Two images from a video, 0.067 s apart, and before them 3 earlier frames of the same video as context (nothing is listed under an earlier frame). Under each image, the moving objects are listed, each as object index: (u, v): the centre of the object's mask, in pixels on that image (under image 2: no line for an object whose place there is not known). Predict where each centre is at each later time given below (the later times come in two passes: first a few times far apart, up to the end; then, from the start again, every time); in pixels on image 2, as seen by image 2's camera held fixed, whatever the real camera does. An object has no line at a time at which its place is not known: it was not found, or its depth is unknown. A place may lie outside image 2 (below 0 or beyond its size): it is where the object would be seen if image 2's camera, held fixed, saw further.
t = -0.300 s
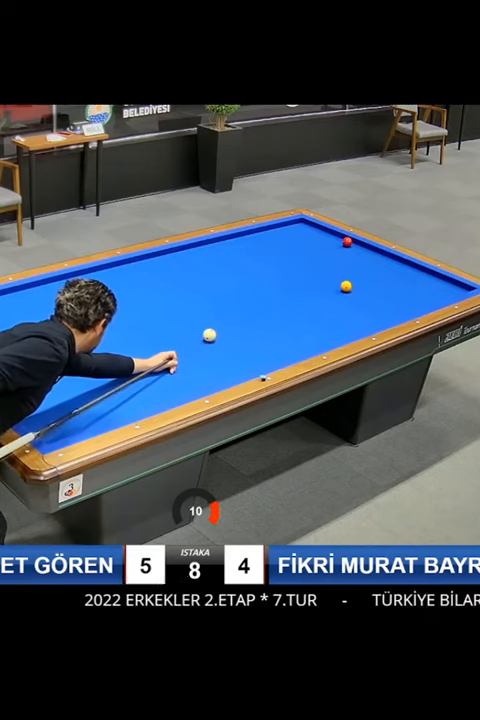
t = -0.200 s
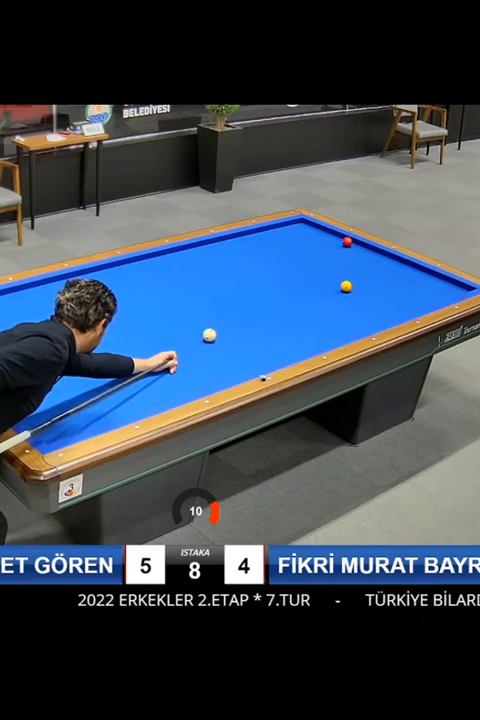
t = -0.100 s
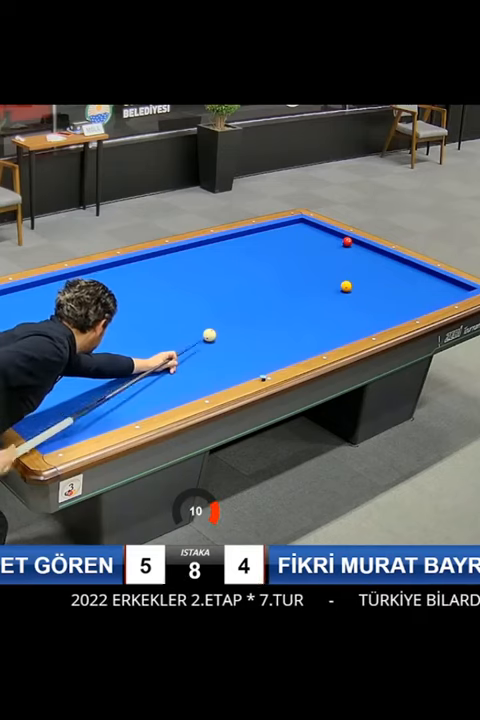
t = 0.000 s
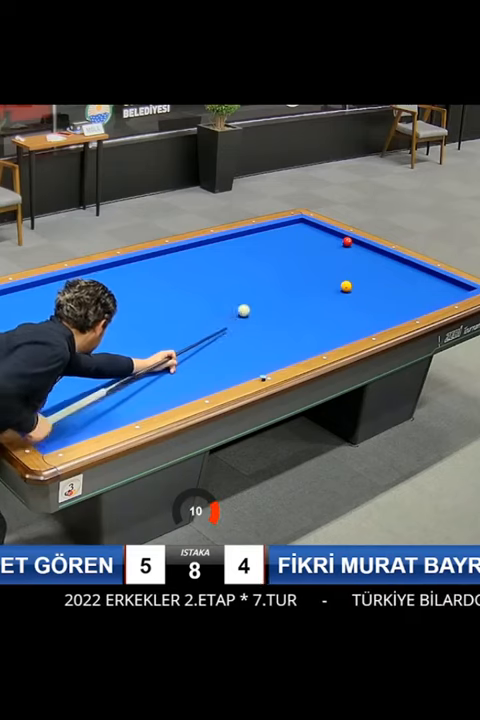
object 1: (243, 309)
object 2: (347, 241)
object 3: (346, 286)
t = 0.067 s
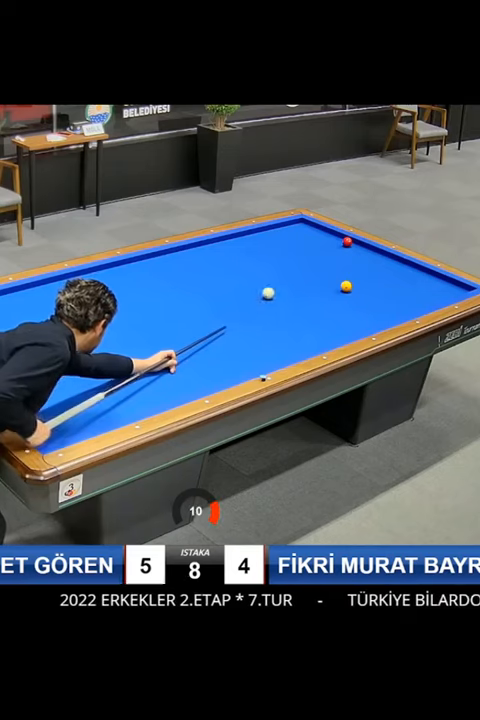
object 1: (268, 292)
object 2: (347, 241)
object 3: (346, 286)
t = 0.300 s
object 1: (336, 245)
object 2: (347, 241)
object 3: (346, 286)
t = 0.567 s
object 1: (303, 221)
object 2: (295, 258)
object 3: (346, 286)
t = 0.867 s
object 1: (329, 232)
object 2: (221, 281)
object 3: (346, 286)
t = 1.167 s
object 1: (348, 241)
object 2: (138, 307)
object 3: (346, 286)
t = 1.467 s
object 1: (364, 251)
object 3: (346, 286)
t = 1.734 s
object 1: (378, 260)
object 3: (346, 286)
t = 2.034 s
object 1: (395, 270)
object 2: (36, 342)
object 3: (346, 286)
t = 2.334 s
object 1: (412, 280)
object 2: (92, 325)
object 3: (346, 286)
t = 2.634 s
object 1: (429, 291)
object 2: (145, 311)
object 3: (346, 286)
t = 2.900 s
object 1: (439, 298)
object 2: (188, 299)
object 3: (346, 286)
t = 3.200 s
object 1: (421, 296)
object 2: (232, 287)
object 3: (346, 286)
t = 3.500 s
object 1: (403, 293)
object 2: (272, 276)
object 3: (346, 286)
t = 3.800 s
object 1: (387, 291)
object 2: (309, 267)
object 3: (346, 286)
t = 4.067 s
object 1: (372, 289)
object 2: (339, 259)
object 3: (346, 286)
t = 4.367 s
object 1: (357, 287)
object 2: (370, 250)
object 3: (346, 286)
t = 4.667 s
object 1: (354, 285)
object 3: (337, 285)
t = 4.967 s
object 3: (330, 285)
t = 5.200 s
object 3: (324, 285)
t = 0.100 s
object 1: (279, 284)
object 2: (347, 241)
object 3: (346, 286)
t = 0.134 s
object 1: (290, 277)
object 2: (347, 241)
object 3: (346, 286)
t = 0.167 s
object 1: (300, 269)
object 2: (347, 241)
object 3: (346, 286)
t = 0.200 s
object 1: (309, 263)
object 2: (347, 241)
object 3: (346, 286)
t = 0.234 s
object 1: (318, 257)
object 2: (347, 241)
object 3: (346, 286)
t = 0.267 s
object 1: (327, 251)
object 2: (347, 242)
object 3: (346, 286)
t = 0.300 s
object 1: (336, 245)
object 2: (347, 241)
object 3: (346, 286)
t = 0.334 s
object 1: (336, 240)
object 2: (352, 240)
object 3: (346, 286)
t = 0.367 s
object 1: (331, 237)
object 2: (347, 242)
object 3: (346, 286)
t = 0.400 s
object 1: (326, 235)
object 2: (338, 245)
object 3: (346, 286)
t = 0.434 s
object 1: (322, 232)
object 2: (329, 248)
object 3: (346, 286)
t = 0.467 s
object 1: (317, 228)
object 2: (321, 250)
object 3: (346, 286)
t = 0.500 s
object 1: (314, 226)
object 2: (312, 253)
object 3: (346, 286)
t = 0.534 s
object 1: (310, 223)
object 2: (304, 255)
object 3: (346, 286)
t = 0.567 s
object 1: (303, 221)
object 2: (295, 258)
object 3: (346, 286)
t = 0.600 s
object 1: (299, 221)
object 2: (287, 261)
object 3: (346, 286)
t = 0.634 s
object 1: (302, 222)
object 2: (278, 263)
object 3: (346, 286)
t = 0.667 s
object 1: (306, 224)
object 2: (270, 266)
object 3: (346, 286)
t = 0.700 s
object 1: (310, 225)
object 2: (262, 268)
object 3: (346, 286)
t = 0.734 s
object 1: (314, 227)
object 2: (254, 271)
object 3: (346, 286)
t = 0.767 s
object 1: (318, 228)
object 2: (246, 273)
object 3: (346, 286)
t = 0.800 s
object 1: (321, 230)
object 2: (238, 276)
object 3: (346, 286)
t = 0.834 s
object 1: (325, 231)
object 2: (230, 278)
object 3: (346, 286)
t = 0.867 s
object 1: (329, 232)
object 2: (221, 281)
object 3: (346, 286)
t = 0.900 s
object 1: (333, 233)
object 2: (212, 284)
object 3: (346, 286)
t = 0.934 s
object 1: (336, 233)
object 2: (204, 286)
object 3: (346, 286)
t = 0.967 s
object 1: (338, 235)
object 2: (194, 289)
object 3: (346, 286)
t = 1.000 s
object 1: (339, 236)
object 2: (185, 292)
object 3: (346, 286)
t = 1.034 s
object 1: (341, 237)
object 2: (176, 295)
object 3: (346, 286)
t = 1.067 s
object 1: (343, 238)
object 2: (167, 298)
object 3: (346, 286)
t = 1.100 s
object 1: (344, 239)
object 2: (157, 301)
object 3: (346, 286)
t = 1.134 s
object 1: (346, 240)
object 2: (147, 304)
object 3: (346, 286)
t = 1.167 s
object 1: (348, 241)
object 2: (138, 307)
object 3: (346, 286)
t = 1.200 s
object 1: (350, 242)
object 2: (128, 310)
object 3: (346, 286)
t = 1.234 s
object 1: (352, 243)
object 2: (117, 313)
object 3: (346, 286)
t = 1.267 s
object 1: (353, 244)
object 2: (107, 316)
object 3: (346, 286)
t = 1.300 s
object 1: (355, 245)
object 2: (97, 320)
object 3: (346, 286)
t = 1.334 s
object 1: (357, 247)
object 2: (86, 323)
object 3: (346, 286)
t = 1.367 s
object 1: (359, 248)
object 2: (76, 326)
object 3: (346, 286)
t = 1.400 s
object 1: (361, 249)
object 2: (67, 328)
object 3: (346, 286)
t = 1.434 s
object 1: (362, 250)
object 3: (346, 286)
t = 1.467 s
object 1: (364, 251)
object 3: (346, 286)
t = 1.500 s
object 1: (366, 252)
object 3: (346, 286)
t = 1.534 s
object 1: (368, 253)
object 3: (346, 286)
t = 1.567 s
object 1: (369, 254)
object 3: (346, 286)
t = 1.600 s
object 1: (371, 255)
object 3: (346, 286)
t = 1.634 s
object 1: (373, 256)
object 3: (346, 286)
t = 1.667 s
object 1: (375, 257)
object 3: (346, 286)
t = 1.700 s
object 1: (377, 258)
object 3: (346, 286)
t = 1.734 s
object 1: (378, 260)
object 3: (346, 286)
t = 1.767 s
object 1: (380, 261)
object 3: (346, 286)
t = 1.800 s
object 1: (382, 262)
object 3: (346, 286)
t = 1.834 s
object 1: (384, 263)
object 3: (346, 286)
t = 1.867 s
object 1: (386, 264)
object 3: (346, 286)
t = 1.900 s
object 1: (388, 265)
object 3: (346, 286)
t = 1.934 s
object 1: (390, 266)
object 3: (346, 286)
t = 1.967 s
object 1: (391, 268)
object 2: (24, 345)
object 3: (346, 286)
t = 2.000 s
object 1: (393, 269)
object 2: (30, 343)
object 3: (346, 286)
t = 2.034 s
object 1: (395, 270)
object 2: (36, 342)
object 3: (346, 286)
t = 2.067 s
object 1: (397, 271)
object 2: (42, 340)
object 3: (346, 286)
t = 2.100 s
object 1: (399, 272)
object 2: (49, 338)
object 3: (346, 286)
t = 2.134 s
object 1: (401, 273)
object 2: (55, 336)
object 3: (346, 286)
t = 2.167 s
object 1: (402, 274)
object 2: (62, 334)
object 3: (346, 286)
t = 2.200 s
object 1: (404, 276)
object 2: (68, 333)
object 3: (346, 286)
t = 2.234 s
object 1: (406, 277)
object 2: (74, 331)
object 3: (346, 286)
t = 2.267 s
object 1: (408, 278)
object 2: (80, 329)
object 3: (346, 286)
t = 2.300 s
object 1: (410, 279)
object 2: (86, 327)
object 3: (346, 286)
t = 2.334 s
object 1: (412, 280)
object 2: (92, 325)
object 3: (346, 286)
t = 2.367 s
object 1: (414, 282)
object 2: (100, 324)
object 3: (346, 286)
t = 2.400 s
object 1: (416, 283)
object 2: (105, 322)
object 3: (346, 286)
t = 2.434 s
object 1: (417, 284)
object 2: (111, 321)
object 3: (346, 286)
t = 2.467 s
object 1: (419, 285)
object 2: (117, 319)
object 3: (346, 286)
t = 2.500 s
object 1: (421, 286)
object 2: (122, 317)
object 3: (346, 286)
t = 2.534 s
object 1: (423, 287)
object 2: (128, 316)
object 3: (346, 286)
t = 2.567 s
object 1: (425, 289)
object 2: (134, 314)
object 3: (346, 286)
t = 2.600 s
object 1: (427, 290)
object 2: (139, 313)
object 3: (346, 286)
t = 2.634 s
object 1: (429, 291)
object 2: (145, 311)
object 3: (346, 286)
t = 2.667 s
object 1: (431, 292)
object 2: (151, 309)
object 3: (346, 286)
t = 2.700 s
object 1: (433, 293)
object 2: (156, 308)
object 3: (346, 286)
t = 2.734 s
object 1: (434, 294)
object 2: (161, 306)
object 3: (346, 286)
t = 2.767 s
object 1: (436, 295)
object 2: (167, 305)
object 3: (346, 286)
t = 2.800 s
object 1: (438, 297)
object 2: (172, 304)
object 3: (346, 286)
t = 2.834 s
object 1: (440, 298)
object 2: (177, 302)
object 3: (346, 286)
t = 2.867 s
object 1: (442, 298)
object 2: (182, 301)
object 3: (346, 286)
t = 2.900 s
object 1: (439, 298)
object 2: (188, 299)
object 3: (346, 286)
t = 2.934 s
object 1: (437, 298)
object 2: (193, 298)
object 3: (346, 286)
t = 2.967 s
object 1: (435, 298)
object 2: (198, 297)
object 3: (346, 286)
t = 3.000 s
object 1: (433, 298)
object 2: (203, 295)
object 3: (346, 286)
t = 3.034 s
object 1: (431, 297)
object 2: (208, 294)
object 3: (346, 286)
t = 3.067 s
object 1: (429, 297)
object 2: (213, 292)
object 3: (346, 286)
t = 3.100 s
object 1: (427, 297)
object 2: (217, 291)
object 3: (346, 286)
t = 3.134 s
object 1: (425, 296)
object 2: (222, 290)
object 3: (346, 286)
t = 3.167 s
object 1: (423, 296)
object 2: (227, 288)
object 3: (346, 286)
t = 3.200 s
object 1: (421, 296)
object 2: (232, 287)
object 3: (346, 286)
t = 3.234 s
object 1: (419, 296)
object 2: (236, 286)
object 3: (346, 286)
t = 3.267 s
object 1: (417, 295)
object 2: (241, 285)
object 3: (346, 286)
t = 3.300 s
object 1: (415, 295)
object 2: (246, 283)
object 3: (346, 286)
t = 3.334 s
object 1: (413, 295)
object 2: (250, 282)
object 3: (346, 286)
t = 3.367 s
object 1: (411, 294)
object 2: (254, 281)
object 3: (346, 286)
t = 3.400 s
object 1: (409, 294)
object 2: (259, 280)
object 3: (346, 286)
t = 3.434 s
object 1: (407, 294)
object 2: (263, 279)
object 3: (346, 286)
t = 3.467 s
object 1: (405, 294)
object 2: (267, 277)
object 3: (346, 286)
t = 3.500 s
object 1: (403, 293)
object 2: (272, 276)
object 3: (346, 286)
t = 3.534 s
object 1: (401, 293)
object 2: (276, 275)
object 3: (346, 286)
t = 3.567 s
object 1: (399, 293)
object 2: (280, 274)
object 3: (346, 286)
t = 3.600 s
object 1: (398, 293)
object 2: (284, 273)
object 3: (346, 286)
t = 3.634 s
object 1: (396, 292)
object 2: (288, 272)
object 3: (346, 286)
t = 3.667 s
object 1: (394, 292)
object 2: (293, 271)
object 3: (346, 286)
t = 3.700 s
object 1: (392, 292)
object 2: (297, 270)
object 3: (346, 286)
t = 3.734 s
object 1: (390, 292)
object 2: (301, 269)
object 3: (346, 286)
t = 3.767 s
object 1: (388, 291)
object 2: (305, 268)
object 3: (346, 286)
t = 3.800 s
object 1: (387, 291)
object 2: (309, 267)
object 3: (346, 286)
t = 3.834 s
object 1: (385, 291)
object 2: (313, 266)
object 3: (346, 286)
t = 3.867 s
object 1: (383, 290)
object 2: (316, 265)
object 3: (346, 286)
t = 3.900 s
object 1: (381, 290)
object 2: (320, 264)
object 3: (346, 286)
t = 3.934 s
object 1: (379, 290)
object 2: (324, 263)
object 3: (346, 286)
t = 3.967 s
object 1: (377, 290)
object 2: (328, 262)
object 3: (346, 286)
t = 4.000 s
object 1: (376, 289)
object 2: (332, 261)
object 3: (346, 286)
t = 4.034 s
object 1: (374, 289)
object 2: (335, 260)
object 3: (346, 286)
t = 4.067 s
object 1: (372, 289)
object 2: (339, 259)
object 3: (346, 286)
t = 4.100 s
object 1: (370, 289)
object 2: (342, 258)
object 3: (346, 286)
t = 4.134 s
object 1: (368, 288)
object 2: (346, 257)
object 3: (346, 286)
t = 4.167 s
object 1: (367, 288)
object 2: (349, 256)
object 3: (346, 286)
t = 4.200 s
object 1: (365, 288)
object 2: (353, 255)
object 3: (346, 286)
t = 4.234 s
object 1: (363, 288)
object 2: (356, 254)
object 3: (346, 286)
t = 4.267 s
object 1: (362, 287)
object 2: (359, 253)
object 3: (346, 286)
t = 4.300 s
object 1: (360, 287)
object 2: (362, 253)
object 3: (346, 286)
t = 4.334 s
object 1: (358, 287)
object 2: (366, 251)
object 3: (346, 286)
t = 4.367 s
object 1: (357, 287)
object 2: (370, 250)
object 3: (346, 286)
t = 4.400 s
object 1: (357, 286)
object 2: (372, 250)
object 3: (345, 286)
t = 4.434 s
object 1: (356, 286)
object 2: (372, 250)
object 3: (344, 286)
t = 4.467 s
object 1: (356, 286)
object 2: (371, 250)
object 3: (343, 286)
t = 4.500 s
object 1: (355, 286)
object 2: (369, 250)
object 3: (342, 285)
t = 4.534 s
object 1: (355, 286)
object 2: (366, 251)
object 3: (341, 285)
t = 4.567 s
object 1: (355, 286)
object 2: (365, 252)
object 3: (340, 285)
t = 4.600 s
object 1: (354, 286)
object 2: (363, 253)
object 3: (339, 285)
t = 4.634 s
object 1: (354, 285)
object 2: (361, 253)
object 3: (338, 285)
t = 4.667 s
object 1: (354, 285)
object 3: (337, 285)
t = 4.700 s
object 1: (353, 285)
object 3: (336, 285)
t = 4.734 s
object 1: (353, 285)
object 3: (335, 285)
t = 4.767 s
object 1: (353, 285)
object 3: (335, 285)
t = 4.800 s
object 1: (352, 285)
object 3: (334, 285)
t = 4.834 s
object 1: (352, 285)
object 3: (333, 285)
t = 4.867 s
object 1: (352, 285)
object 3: (332, 285)
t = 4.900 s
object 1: (351, 284)
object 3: (331, 285)
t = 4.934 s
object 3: (330, 285)
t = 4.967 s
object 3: (330, 285)
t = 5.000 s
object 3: (329, 285)
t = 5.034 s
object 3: (328, 285)
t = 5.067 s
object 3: (327, 285)
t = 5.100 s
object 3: (326, 285)
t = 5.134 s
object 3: (325, 285)
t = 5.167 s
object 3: (325, 285)
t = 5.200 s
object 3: (324, 285)
